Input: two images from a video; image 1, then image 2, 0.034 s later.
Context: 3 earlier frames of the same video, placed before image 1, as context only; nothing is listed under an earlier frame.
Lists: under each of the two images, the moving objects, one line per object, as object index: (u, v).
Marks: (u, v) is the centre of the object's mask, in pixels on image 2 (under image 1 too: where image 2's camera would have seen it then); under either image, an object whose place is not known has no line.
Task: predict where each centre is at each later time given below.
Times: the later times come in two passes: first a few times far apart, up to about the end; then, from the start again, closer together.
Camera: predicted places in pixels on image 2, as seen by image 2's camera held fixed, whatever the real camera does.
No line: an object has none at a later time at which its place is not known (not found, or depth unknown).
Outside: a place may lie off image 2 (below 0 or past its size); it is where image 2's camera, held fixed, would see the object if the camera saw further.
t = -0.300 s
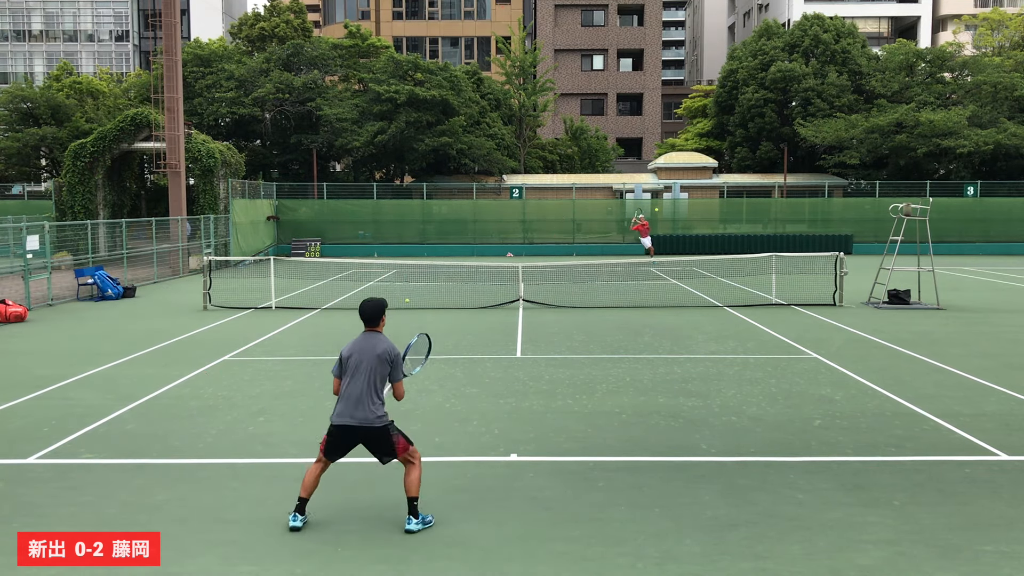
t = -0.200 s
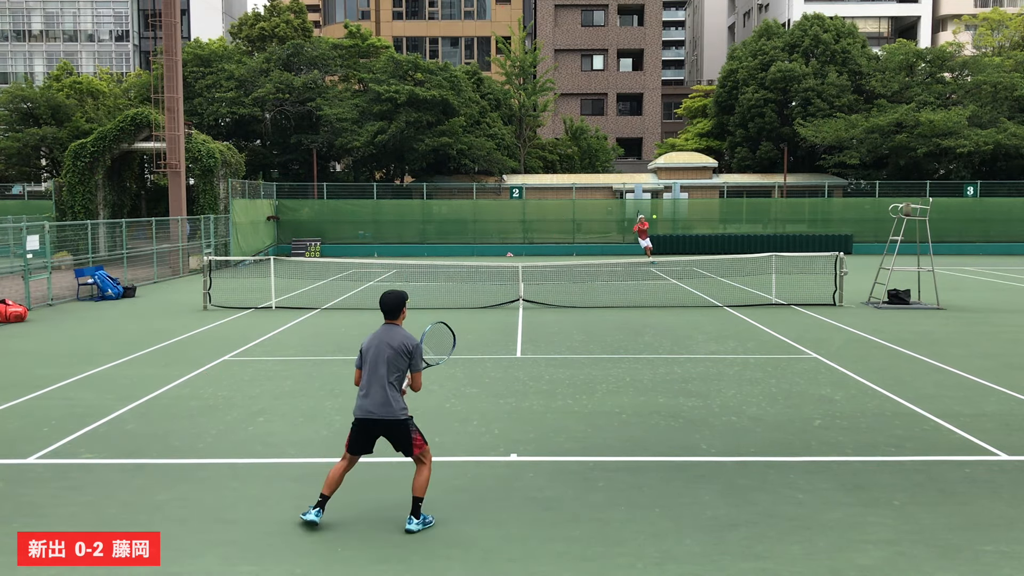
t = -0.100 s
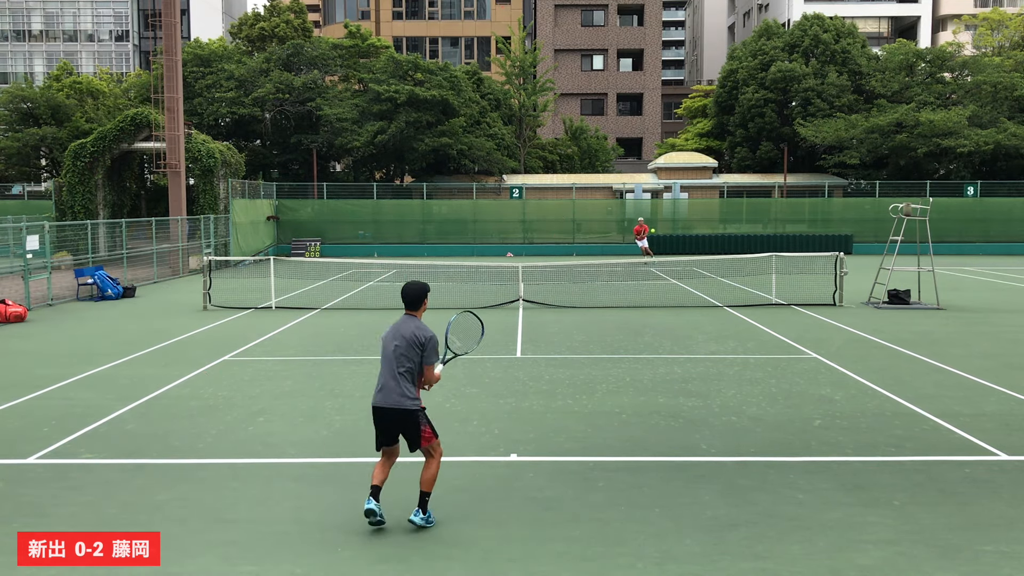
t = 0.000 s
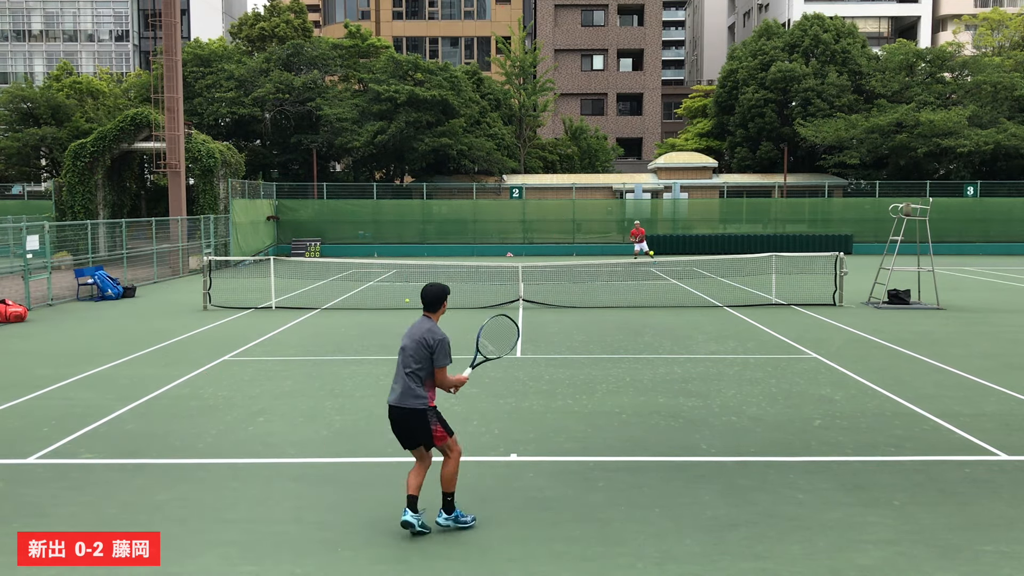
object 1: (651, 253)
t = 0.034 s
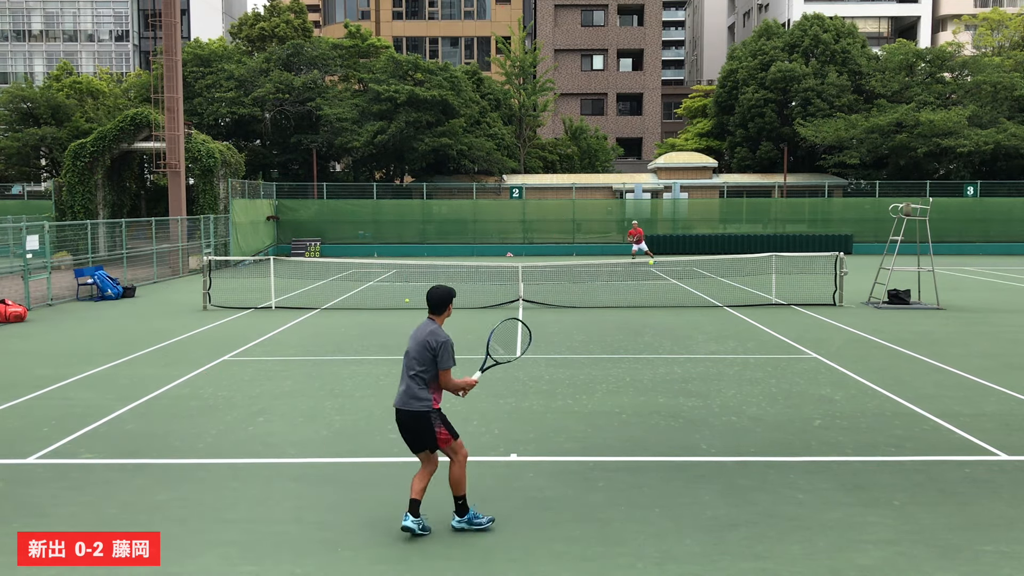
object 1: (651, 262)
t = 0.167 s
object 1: (651, 315)
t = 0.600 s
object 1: (633, 291)
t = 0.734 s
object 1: (625, 303)
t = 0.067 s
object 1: (650, 273)
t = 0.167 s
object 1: (651, 315)
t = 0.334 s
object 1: (646, 321)
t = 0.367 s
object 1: (644, 315)
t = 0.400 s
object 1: (643, 308)
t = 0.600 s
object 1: (633, 291)
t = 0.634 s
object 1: (631, 292)
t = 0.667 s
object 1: (629, 294)
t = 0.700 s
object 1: (627, 297)
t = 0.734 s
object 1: (625, 303)
